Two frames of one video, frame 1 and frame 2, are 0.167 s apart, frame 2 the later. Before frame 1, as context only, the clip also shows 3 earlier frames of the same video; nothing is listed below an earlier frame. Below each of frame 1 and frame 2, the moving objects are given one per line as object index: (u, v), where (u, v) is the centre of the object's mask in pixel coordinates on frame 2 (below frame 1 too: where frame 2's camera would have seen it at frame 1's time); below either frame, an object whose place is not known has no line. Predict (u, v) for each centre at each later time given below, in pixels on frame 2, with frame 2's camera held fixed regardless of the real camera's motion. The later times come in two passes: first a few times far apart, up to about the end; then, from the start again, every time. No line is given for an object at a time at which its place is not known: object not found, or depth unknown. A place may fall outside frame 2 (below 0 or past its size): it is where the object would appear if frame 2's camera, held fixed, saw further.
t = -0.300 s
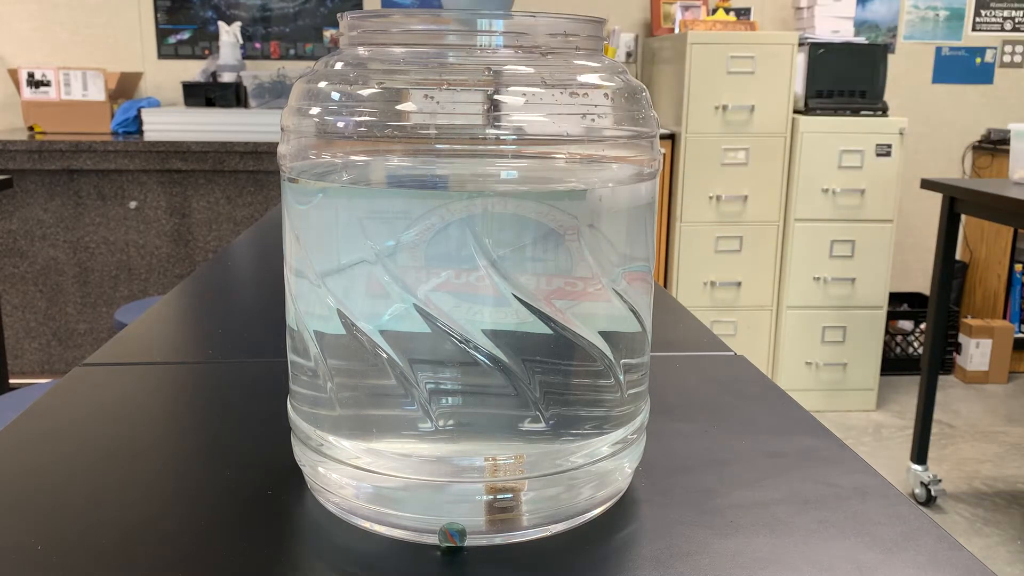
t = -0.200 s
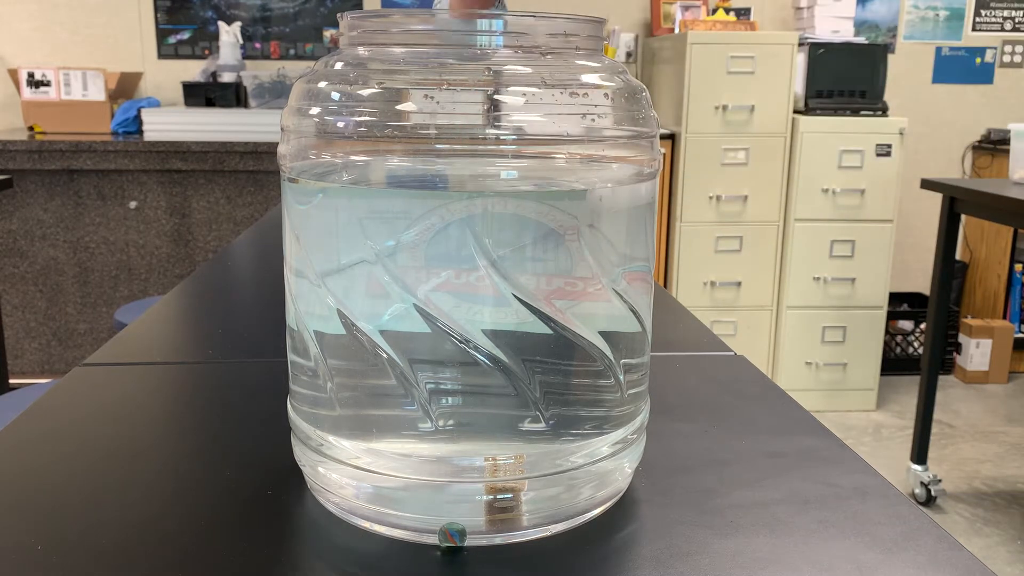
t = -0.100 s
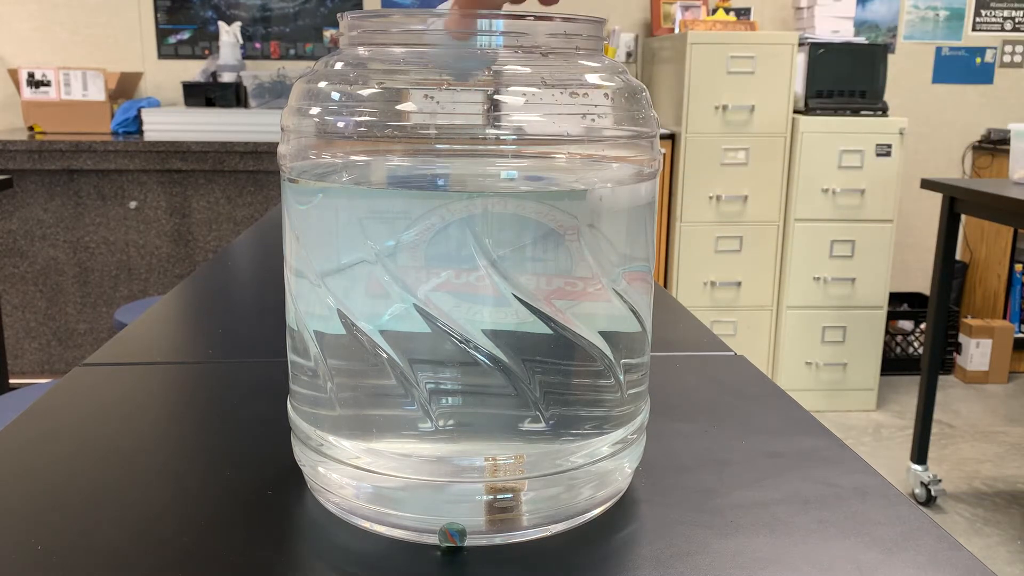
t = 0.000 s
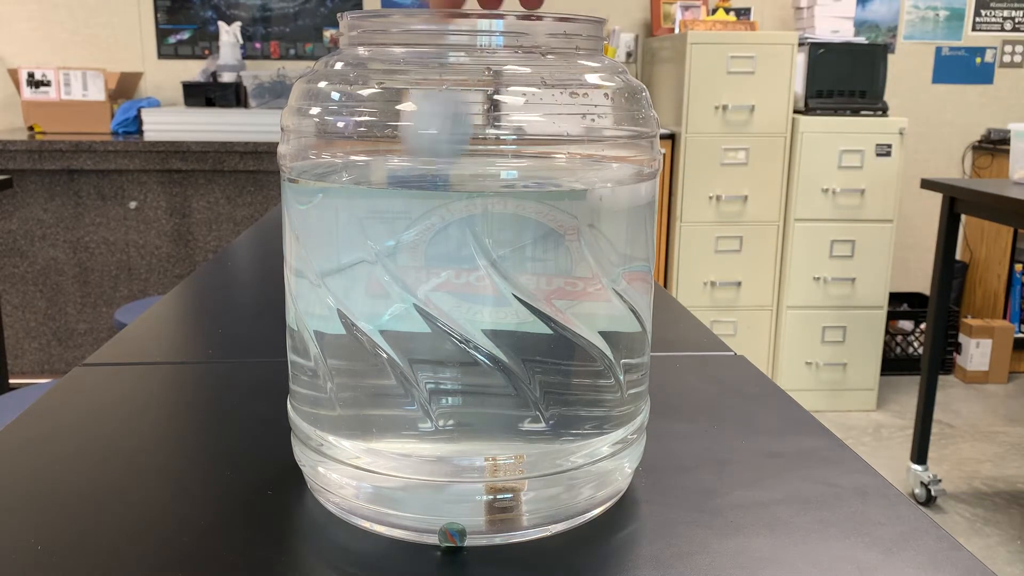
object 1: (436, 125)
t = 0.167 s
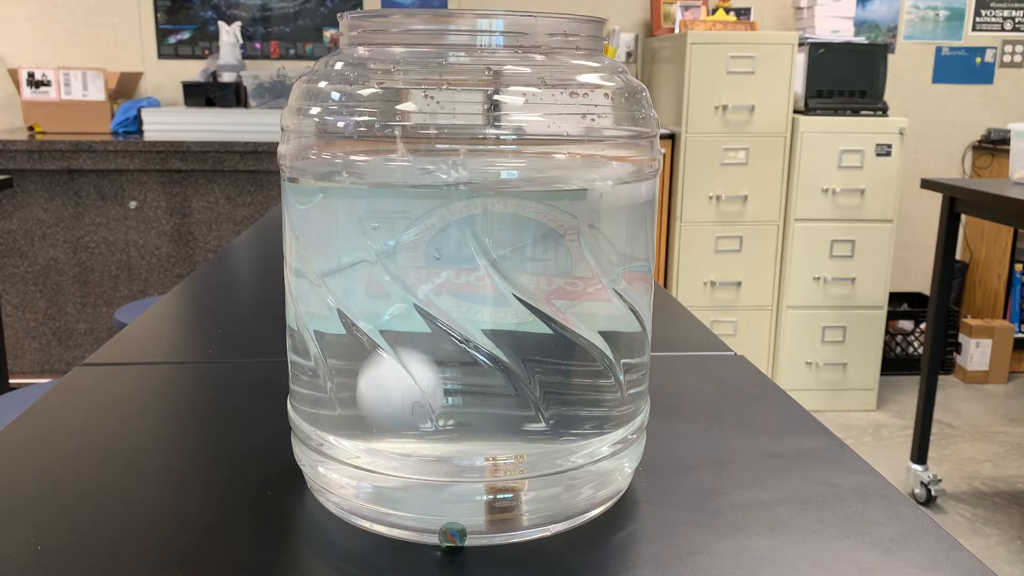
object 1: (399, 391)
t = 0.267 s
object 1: (398, 459)
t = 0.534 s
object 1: (353, 467)
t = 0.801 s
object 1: (378, 473)
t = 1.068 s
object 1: (392, 473)
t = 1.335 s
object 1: (397, 471)
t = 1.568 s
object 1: (394, 473)
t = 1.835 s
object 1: (382, 476)
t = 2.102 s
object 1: (369, 482)
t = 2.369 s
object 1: (366, 486)
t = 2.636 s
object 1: (368, 488)
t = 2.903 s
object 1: (368, 490)
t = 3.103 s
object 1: (367, 491)
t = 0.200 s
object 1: (397, 421)
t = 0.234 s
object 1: (398, 457)
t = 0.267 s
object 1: (398, 459)
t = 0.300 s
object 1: (393, 454)
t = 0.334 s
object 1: (386, 450)
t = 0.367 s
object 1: (380, 450)
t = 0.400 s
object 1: (374, 450)
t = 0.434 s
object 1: (368, 451)
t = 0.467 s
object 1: (362, 456)
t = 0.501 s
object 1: (357, 462)
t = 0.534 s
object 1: (353, 467)
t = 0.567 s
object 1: (350, 473)
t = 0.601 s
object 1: (356, 472)
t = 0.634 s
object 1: (361, 474)
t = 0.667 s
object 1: (366, 477)
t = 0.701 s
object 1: (370, 476)
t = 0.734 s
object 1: (373, 475)
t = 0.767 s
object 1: (375, 473)
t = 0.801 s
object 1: (378, 473)
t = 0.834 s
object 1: (379, 474)
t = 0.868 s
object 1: (382, 475)
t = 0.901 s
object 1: (385, 474)
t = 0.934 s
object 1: (386, 473)
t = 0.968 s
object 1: (389, 473)
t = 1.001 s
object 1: (390, 473)
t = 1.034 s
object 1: (392, 473)
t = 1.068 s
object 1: (392, 473)
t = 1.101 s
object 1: (393, 472)
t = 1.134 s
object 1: (394, 473)
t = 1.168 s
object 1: (395, 472)
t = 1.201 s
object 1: (396, 471)
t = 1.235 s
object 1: (397, 471)
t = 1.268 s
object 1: (397, 471)
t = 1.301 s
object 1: (397, 471)
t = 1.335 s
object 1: (397, 471)
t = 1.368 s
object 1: (397, 471)
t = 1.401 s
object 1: (397, 471)
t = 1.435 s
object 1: (397, 472)
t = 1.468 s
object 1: (396, 472)
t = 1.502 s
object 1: (396, 472)
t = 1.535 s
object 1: (395, 473)
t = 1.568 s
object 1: (394, 473)
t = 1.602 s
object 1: (393, 474)
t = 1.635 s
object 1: (392, 474)
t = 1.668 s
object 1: (391, 474)
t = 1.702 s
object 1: (389, 474)
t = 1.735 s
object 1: (388, 476)
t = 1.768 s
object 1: (386, 476)
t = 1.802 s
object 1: (384, 476)
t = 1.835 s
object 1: (382, 476)
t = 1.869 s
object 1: (381, 477)
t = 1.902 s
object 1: (380, 477)
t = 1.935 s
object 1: (378, 478)
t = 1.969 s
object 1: (376, 478)
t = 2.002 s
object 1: (375, 479)
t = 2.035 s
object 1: (373, 480)
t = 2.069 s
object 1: (371, 481)
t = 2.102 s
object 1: (369, 482)
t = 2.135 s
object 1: (368, 483)
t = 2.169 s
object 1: (365, 486)
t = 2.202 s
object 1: (364, 487)
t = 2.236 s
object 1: (364, 488)
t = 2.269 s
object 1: (364, 487)
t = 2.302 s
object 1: (365, 487)
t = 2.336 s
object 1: (366, 486)
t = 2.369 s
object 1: (366, 486)
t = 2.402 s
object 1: (367, 486)
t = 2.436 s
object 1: (368, 486)
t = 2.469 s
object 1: (368, 486)
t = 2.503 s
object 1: (368, 486)
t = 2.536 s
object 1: (369, 486)
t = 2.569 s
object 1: (369, 487)
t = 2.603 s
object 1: (369, 487)
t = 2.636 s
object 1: (368, 488)
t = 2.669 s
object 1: (368, 489)
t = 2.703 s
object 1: (367, 490)
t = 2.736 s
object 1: (367, 490)
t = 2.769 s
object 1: (368, 490)
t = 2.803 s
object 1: (368, 489)
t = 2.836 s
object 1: (368, 489)
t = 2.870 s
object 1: (367, 490)
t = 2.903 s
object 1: (368, 490)
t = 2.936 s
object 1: (368, 490)
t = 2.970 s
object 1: (368, 490)
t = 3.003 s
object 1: (367, 491)
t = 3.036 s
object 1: (368, 490)
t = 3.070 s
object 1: (367, 491)
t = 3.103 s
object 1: (367, 491)
